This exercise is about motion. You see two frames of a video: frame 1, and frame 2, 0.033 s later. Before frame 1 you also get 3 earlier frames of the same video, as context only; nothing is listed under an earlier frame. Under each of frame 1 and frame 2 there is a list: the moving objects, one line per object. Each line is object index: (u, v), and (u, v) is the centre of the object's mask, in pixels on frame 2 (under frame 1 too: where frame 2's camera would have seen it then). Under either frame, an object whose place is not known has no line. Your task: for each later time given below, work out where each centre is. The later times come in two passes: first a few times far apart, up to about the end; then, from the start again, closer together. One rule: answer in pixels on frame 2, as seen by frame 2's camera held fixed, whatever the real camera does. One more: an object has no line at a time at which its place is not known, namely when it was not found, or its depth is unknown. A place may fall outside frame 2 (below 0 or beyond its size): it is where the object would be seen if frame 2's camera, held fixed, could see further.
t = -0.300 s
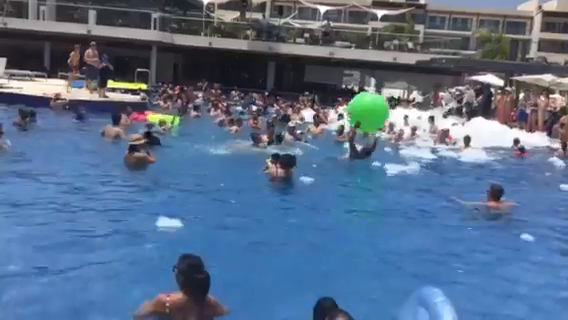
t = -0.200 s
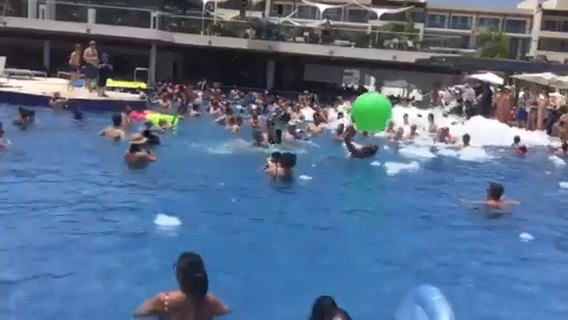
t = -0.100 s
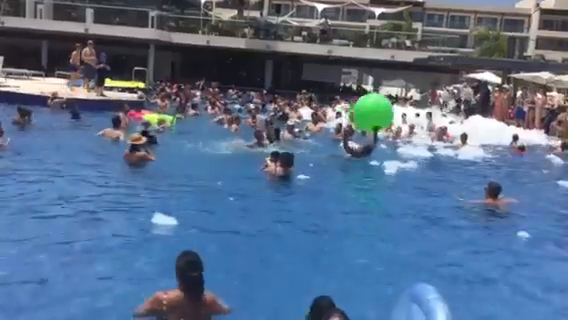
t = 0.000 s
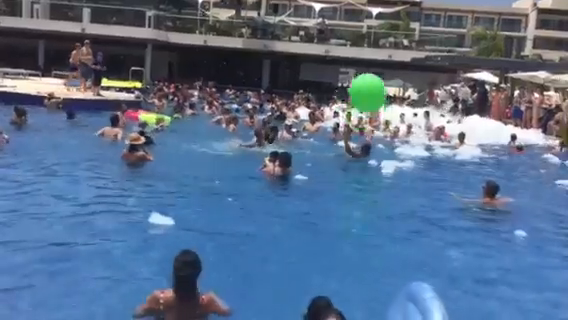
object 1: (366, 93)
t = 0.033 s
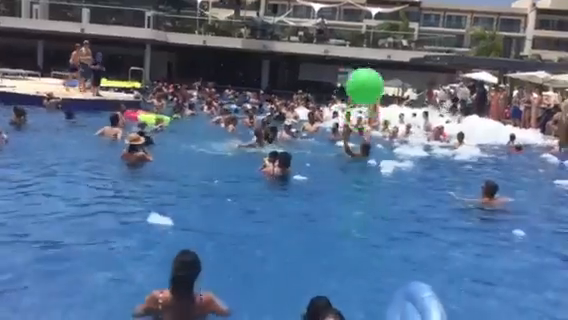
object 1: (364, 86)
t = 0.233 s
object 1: (353, 59)
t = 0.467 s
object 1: (337, 38)
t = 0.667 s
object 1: (319, 30)
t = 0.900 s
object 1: (296, 30)
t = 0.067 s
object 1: (362, 81)
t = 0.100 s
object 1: (361, 76)
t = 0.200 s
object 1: (356, 62)
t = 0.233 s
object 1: (353, 59)
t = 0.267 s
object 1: (351, 55)
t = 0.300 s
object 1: (349, 52)
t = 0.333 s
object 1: (347, 49)
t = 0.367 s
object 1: (345, 46)
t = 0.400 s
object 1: (342, 43)
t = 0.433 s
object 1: (339, 40)
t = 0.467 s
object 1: (337, 38)
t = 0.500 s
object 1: (334, 37)
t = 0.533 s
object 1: (332, 36)
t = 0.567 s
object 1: (328, 33)
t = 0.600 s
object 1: (325, 32)
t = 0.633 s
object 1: (322, 31)
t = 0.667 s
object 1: (319, 30)
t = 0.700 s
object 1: (315, 29)
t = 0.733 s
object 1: (312, 29)
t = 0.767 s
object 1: (309, 29)
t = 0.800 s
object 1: (305, 29)
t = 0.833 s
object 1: (302, 29)
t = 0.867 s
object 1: (299, 30)
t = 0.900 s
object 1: (296, 30)
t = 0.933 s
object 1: (292, 31)
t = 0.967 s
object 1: (289, 33)
